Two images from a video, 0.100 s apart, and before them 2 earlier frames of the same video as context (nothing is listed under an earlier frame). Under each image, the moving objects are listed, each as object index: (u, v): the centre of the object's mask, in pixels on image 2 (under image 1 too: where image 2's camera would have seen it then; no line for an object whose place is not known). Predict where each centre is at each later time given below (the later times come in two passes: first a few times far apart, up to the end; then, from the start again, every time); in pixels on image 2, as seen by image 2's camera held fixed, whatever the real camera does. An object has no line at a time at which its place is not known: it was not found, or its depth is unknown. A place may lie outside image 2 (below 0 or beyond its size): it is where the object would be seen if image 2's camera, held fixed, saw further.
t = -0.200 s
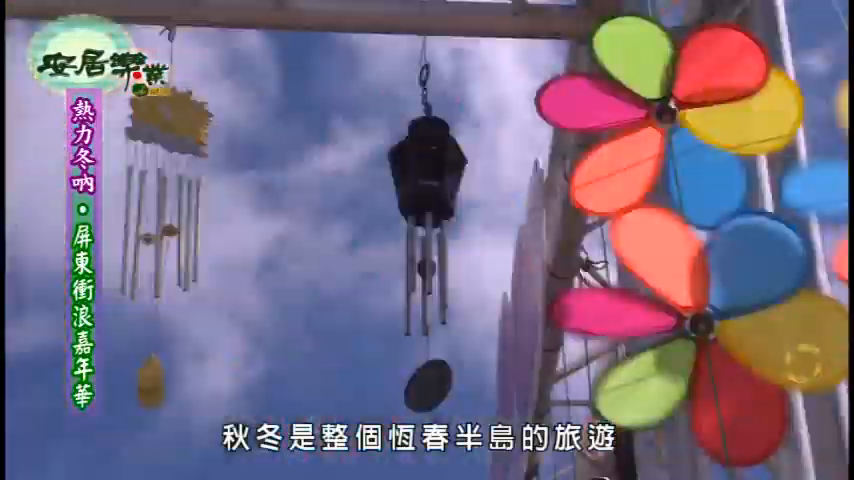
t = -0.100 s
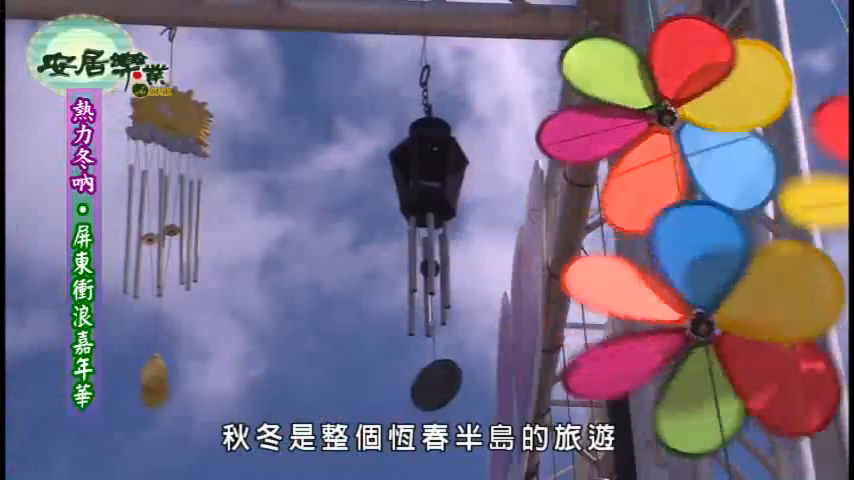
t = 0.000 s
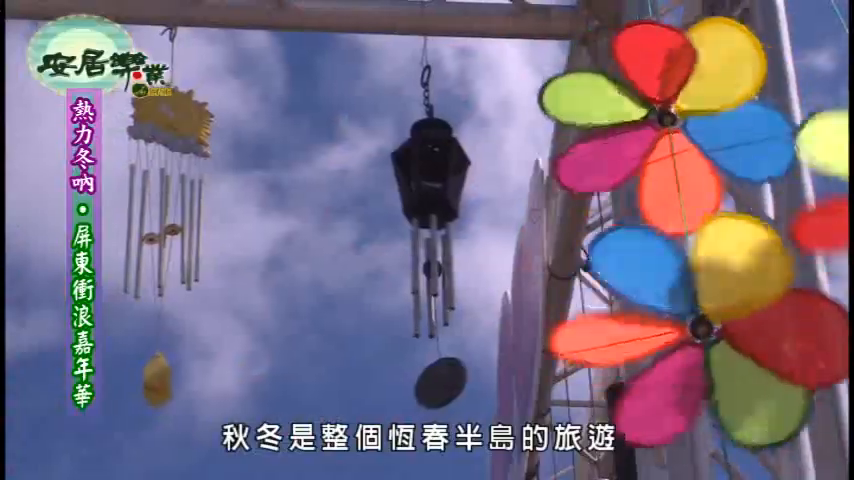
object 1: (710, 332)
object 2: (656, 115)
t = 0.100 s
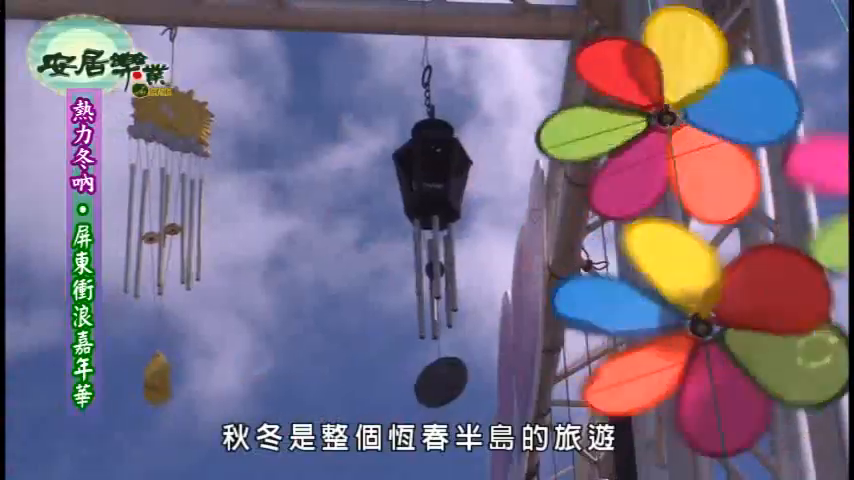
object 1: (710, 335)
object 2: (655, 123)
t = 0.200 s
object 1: (712, 338)
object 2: (656, 128)
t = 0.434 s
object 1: (708, 335)
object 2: (668, 121)
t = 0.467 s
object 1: (709, 334)
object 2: (668, 118)
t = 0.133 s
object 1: (709, 337)
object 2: (655, 125)
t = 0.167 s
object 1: (709, 337)
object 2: (655, 127)
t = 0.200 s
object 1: (712, 338)
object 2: (656, 128)
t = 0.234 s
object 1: (713, 338)
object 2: (669, 117)
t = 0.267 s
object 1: (712, 337)
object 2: (668, 119)
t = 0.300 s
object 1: (711, 336)
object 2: (667, 120)
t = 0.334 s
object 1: (710, 336)
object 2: (666, 119)
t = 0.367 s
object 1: (710, 335)
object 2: (667, 117)
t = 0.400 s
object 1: (708, 335)
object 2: (667, 116)
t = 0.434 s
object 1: (708, 335)
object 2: (668, 121)
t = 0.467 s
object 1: (709, 334)
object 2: (668, 118)
